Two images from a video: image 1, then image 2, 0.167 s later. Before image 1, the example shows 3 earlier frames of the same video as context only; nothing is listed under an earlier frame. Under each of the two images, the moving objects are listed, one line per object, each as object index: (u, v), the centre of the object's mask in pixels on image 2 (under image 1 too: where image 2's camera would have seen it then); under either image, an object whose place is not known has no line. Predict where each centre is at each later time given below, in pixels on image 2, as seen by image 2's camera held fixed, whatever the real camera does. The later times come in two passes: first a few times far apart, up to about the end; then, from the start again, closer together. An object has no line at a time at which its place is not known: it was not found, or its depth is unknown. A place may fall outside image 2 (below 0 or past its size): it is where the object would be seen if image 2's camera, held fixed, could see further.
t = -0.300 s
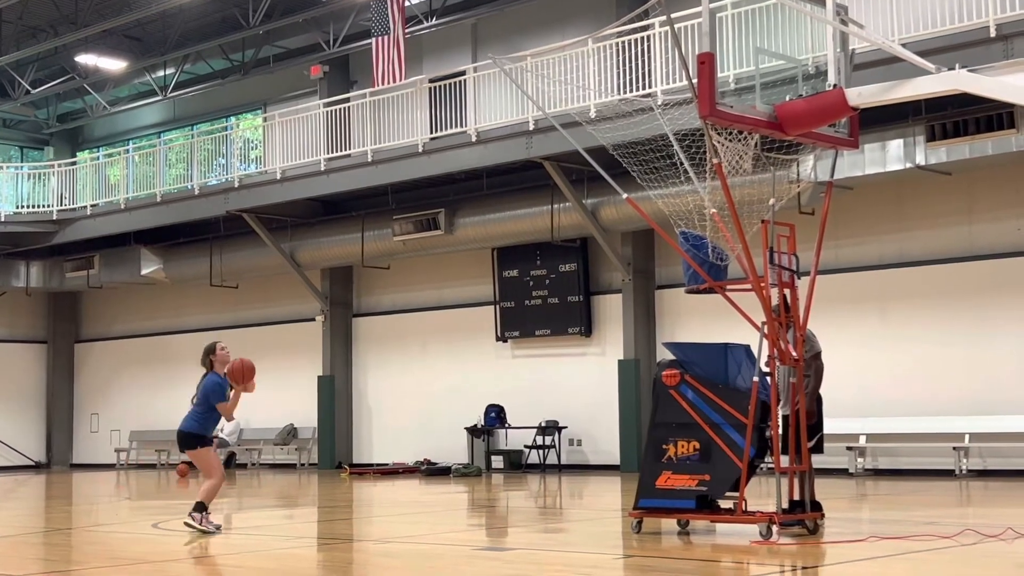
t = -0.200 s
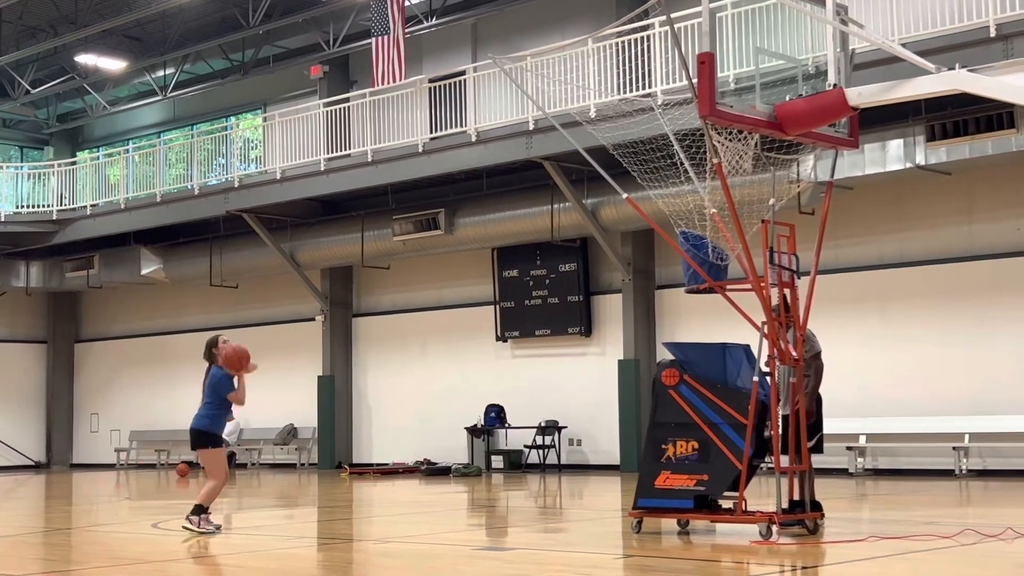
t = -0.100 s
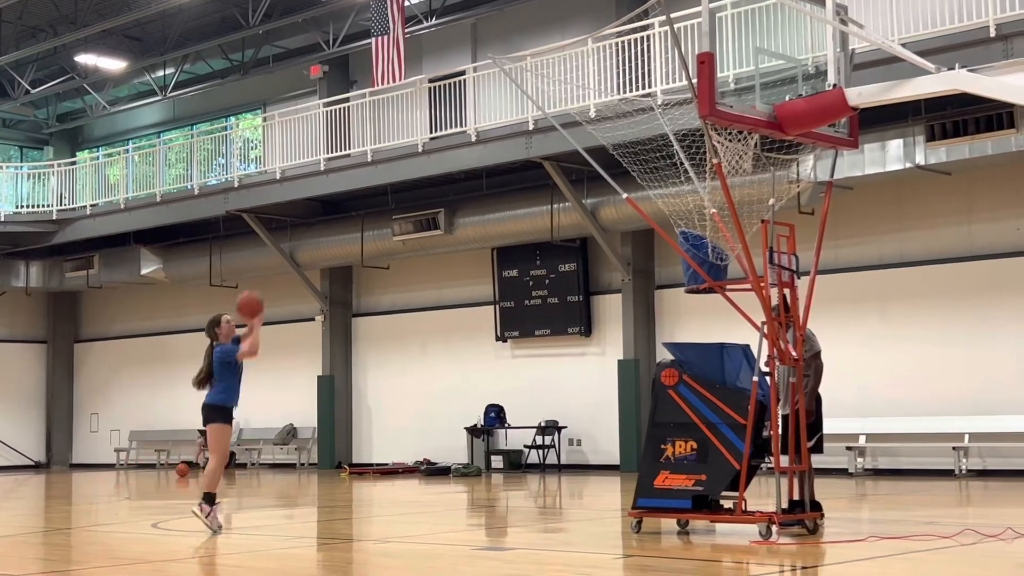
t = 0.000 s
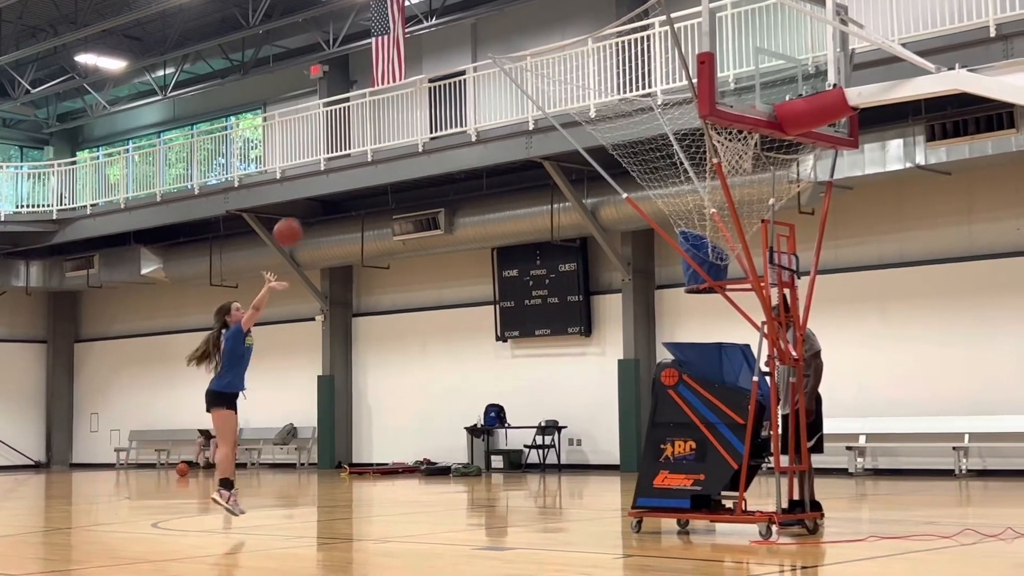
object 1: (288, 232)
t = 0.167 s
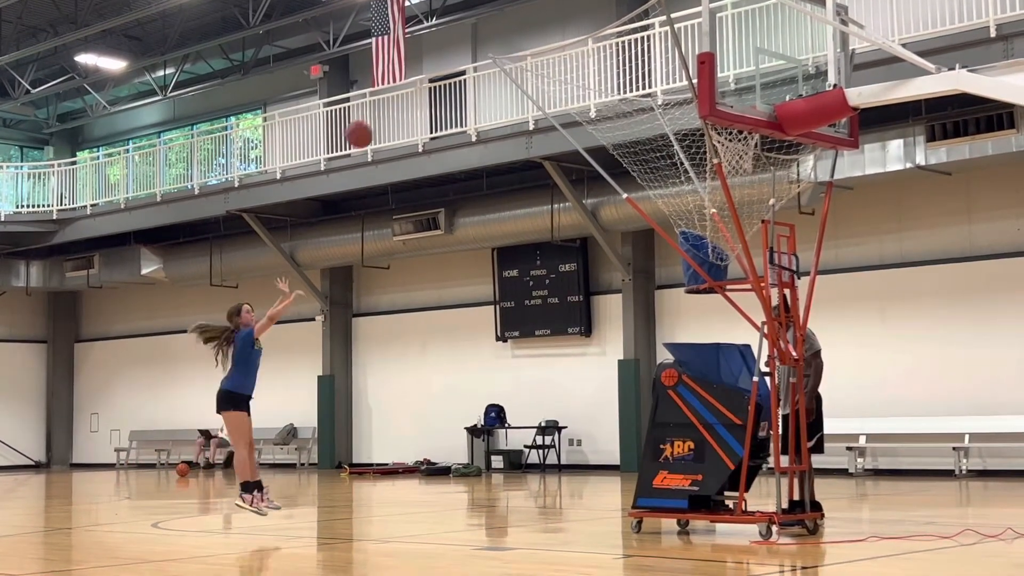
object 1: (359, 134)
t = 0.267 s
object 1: (402, 91)
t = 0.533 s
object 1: (518, 29)
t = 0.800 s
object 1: (639, 55)
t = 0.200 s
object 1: (373, 119)
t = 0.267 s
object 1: (402, 91)
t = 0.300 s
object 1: (416, 79)
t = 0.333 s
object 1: (431, 68)
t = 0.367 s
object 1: (446, 58)
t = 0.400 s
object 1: (459, 49)
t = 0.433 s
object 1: (474, 43)
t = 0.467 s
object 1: (488, 36)
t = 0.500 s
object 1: (503, 32)
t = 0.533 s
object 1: (518, 29)
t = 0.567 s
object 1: (532, 28)
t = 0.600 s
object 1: (547, 27)
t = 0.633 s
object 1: (562, 28)
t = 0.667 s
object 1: (576, 29)
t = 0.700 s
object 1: (593, 35)
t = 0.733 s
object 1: (608, 41)
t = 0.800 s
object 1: (639, 55)
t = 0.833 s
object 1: (655, 65)
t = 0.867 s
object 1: (671, 75)
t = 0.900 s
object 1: (683, 90)
